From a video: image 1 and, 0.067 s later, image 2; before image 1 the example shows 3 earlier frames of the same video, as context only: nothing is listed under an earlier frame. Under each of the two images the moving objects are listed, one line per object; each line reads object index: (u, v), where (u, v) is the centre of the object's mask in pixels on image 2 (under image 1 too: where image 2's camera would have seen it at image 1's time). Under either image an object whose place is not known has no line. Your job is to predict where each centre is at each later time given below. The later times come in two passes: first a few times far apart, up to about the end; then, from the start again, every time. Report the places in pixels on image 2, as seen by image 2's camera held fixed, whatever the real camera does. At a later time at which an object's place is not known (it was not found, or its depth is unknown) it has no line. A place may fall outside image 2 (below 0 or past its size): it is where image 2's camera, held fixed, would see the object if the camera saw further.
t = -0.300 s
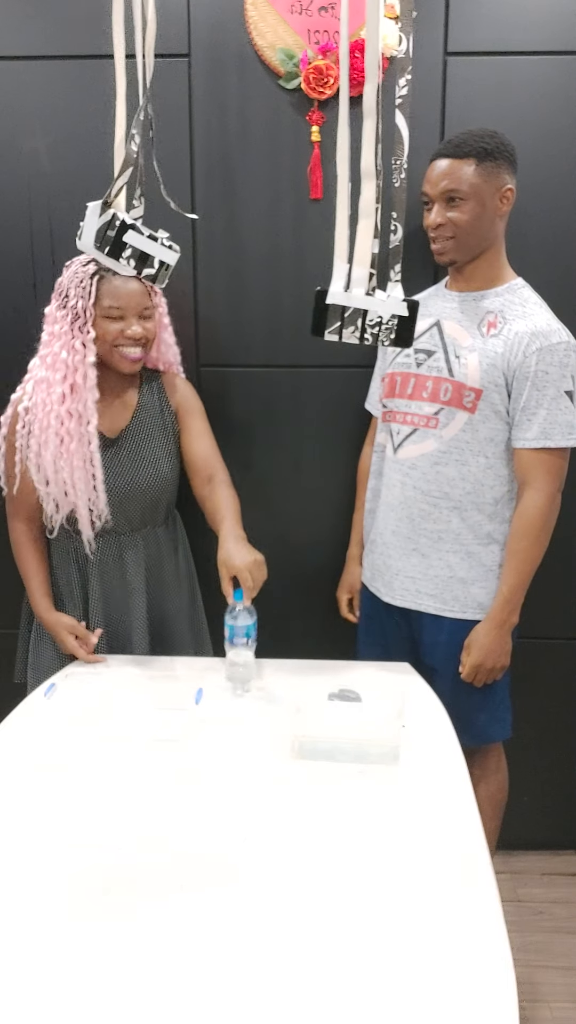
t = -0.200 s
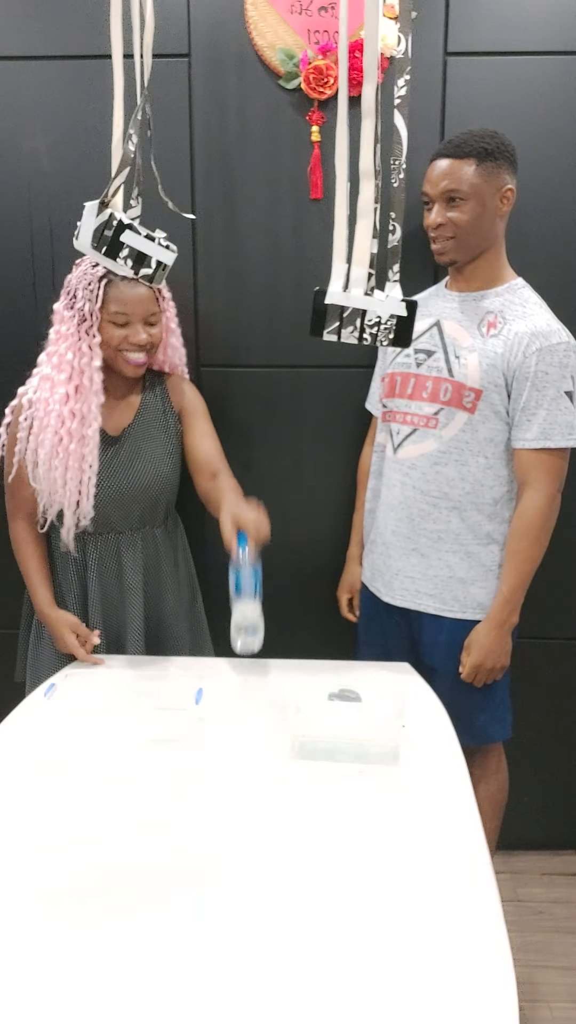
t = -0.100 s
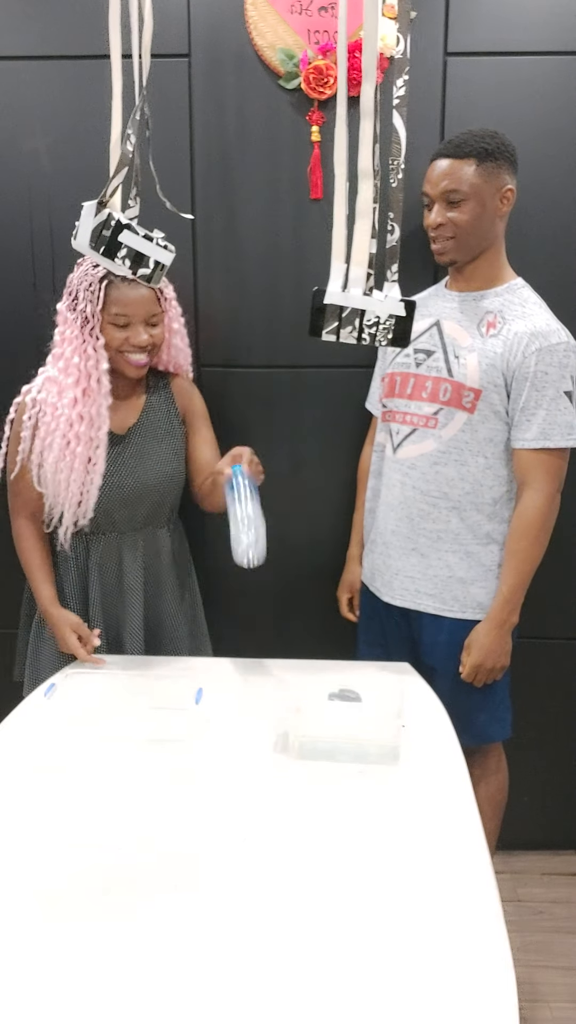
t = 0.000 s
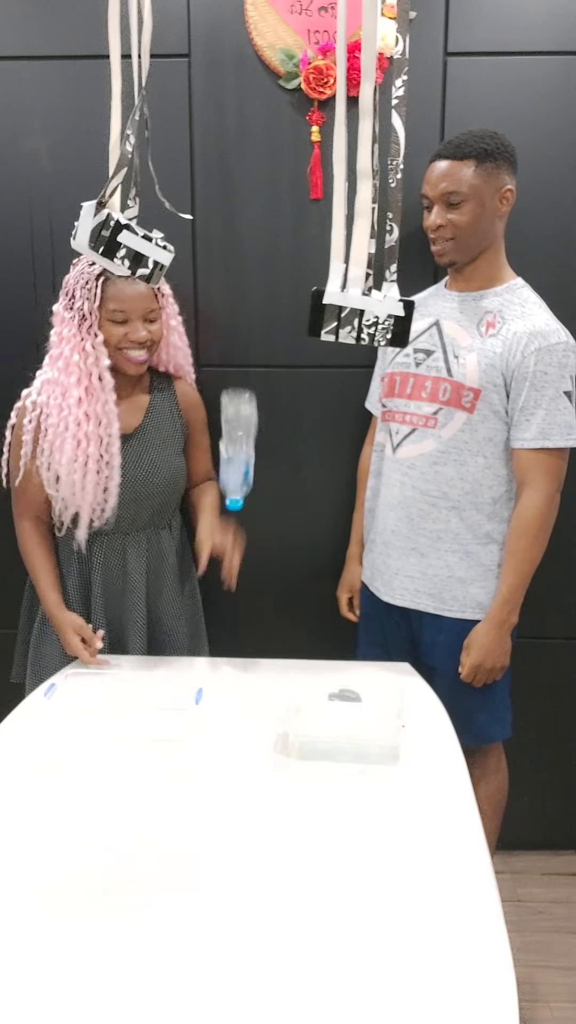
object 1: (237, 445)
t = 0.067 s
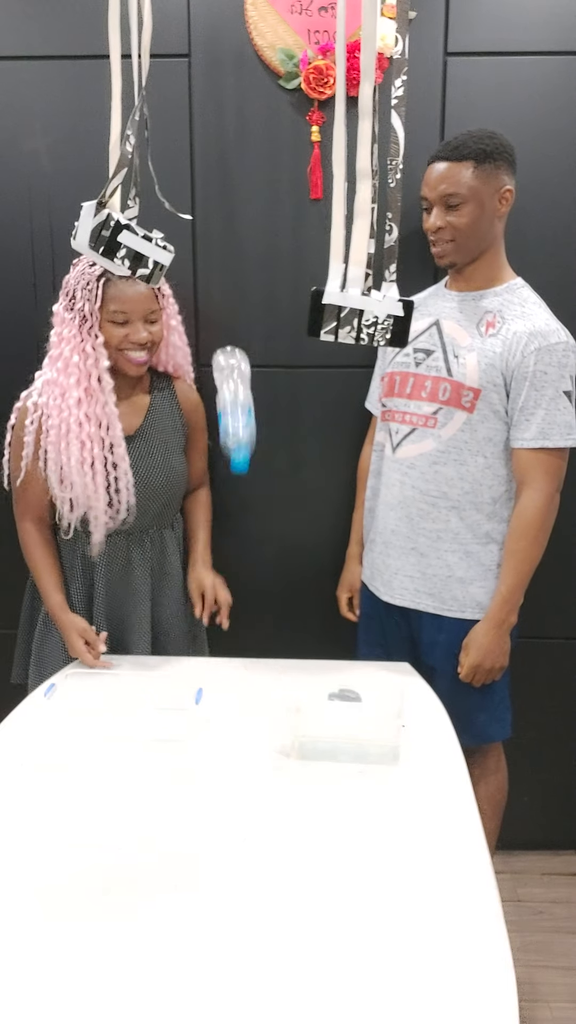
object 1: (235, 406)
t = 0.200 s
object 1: (224, 377)
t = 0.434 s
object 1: (210, 578)
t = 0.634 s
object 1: (269, 635)
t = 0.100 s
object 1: (233, 390)
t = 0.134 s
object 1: (230, 378)
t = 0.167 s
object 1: (227, 373)
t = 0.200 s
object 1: (224, 377)
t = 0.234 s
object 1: (222, 389)
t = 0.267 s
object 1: (220, 407)
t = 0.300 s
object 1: (218, 431)
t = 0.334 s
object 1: (216, 459)
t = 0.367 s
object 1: (214, 494)
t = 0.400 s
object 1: (212, 532)
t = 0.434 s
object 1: (210, 578)
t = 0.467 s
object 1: (208, 616)
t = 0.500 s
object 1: (221, 625)
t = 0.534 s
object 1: (233, 623)
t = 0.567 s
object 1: (242, 628)
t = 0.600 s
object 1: (251, 637)
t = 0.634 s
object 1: (269, 635)
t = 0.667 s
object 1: (281, 650)
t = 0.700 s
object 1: (286, 664)
